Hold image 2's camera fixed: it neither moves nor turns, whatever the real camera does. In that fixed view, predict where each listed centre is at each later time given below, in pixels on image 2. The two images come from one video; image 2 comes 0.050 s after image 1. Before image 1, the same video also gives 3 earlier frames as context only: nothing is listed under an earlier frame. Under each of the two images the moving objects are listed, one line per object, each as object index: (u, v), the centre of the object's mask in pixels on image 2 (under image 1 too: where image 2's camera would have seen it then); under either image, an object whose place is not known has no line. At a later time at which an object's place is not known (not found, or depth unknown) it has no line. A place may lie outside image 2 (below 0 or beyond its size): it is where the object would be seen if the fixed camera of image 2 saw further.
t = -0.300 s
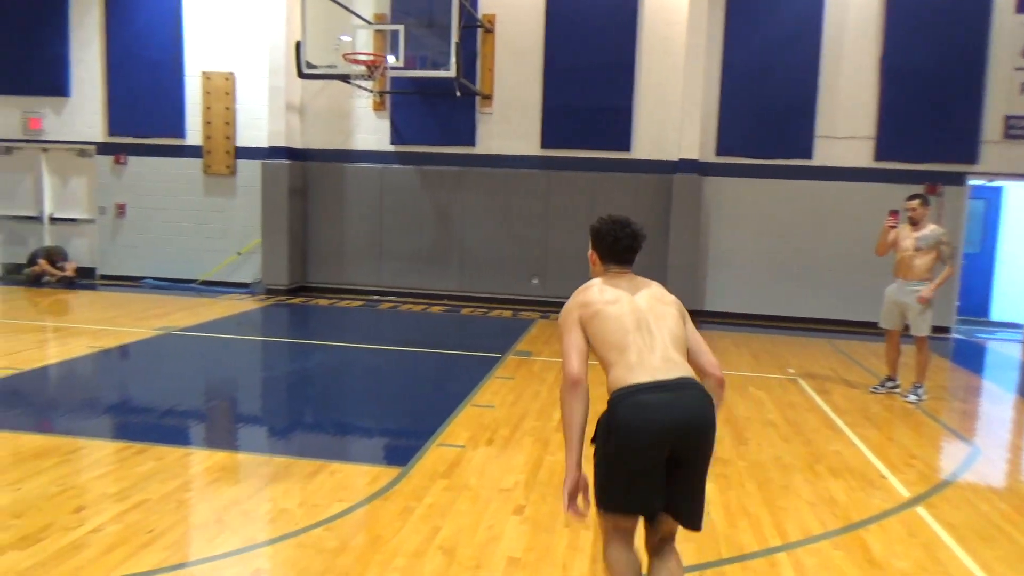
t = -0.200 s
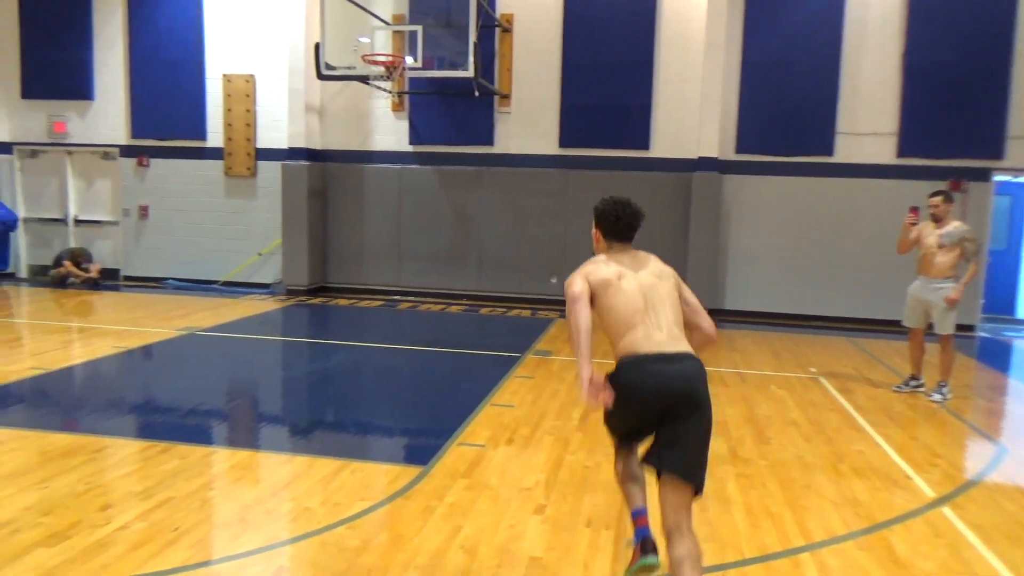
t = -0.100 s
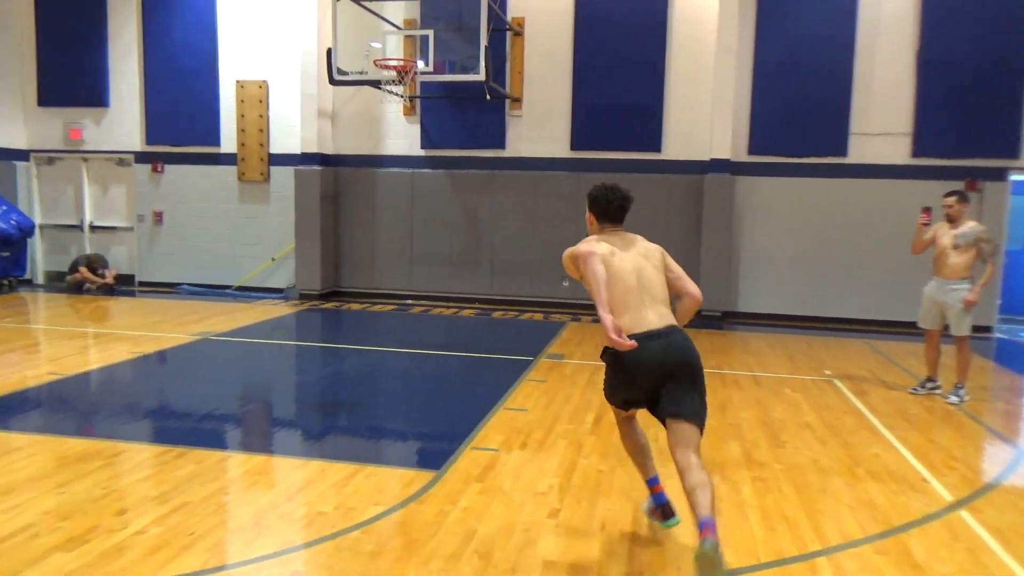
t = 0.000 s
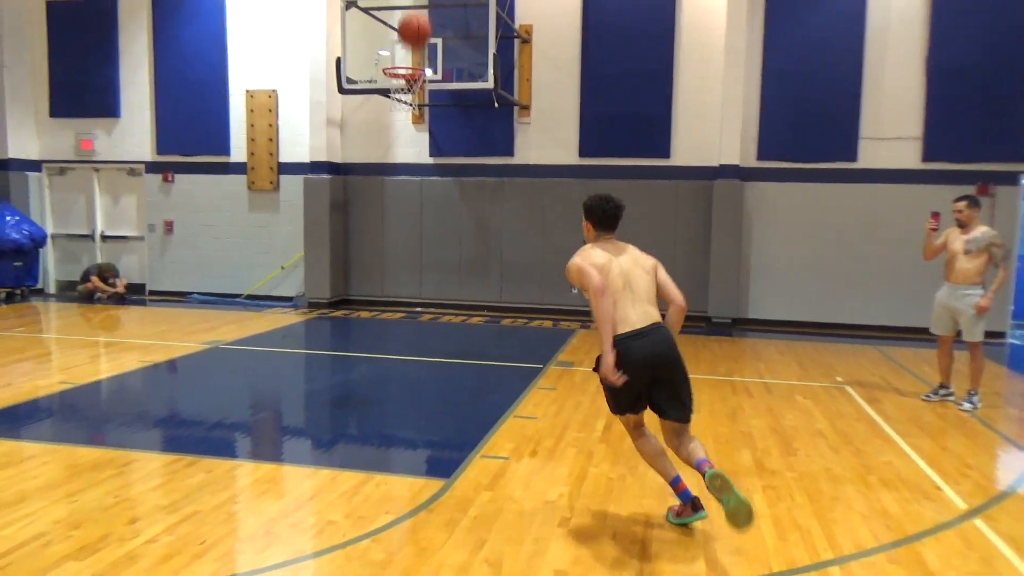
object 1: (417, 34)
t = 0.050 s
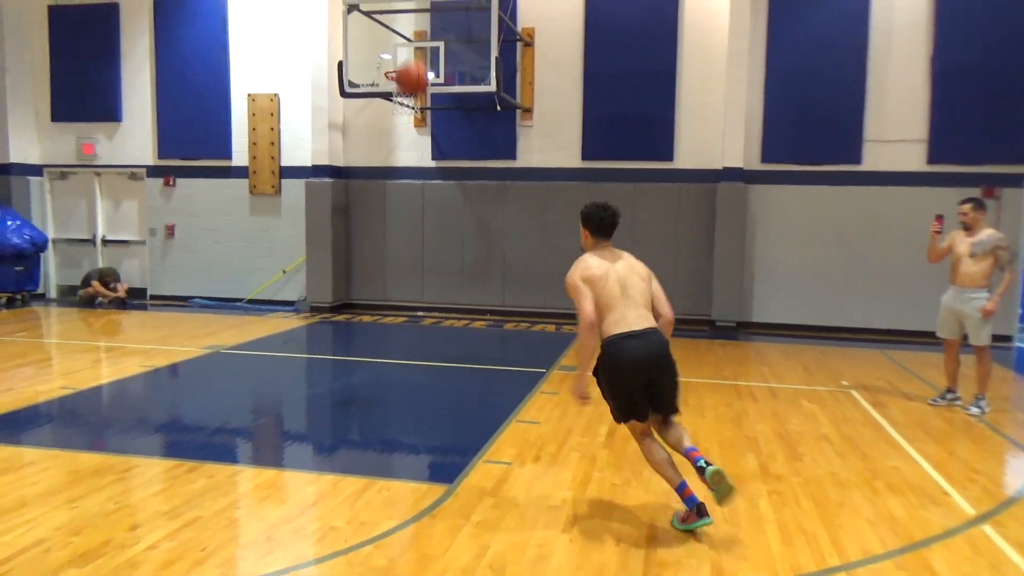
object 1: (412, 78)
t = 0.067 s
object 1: (411, 92)
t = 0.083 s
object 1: (409, 108)
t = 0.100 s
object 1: (407, 123)
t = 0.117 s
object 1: (405, 137)
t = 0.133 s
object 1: (404, 152)
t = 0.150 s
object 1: (402, 169)
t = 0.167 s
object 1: (401, 184)
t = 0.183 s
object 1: (399, 200)
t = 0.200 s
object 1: (398, 215)
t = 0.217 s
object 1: (398, 231)
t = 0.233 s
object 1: (396, 247)
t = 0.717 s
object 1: (398, 173)
